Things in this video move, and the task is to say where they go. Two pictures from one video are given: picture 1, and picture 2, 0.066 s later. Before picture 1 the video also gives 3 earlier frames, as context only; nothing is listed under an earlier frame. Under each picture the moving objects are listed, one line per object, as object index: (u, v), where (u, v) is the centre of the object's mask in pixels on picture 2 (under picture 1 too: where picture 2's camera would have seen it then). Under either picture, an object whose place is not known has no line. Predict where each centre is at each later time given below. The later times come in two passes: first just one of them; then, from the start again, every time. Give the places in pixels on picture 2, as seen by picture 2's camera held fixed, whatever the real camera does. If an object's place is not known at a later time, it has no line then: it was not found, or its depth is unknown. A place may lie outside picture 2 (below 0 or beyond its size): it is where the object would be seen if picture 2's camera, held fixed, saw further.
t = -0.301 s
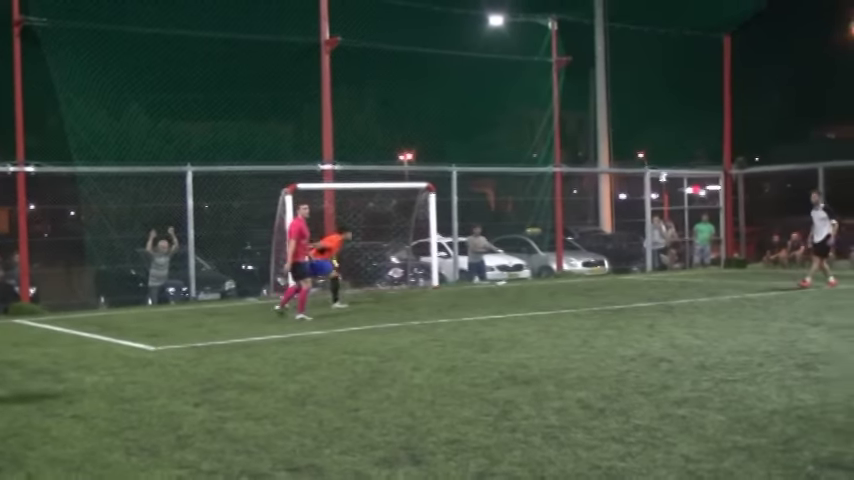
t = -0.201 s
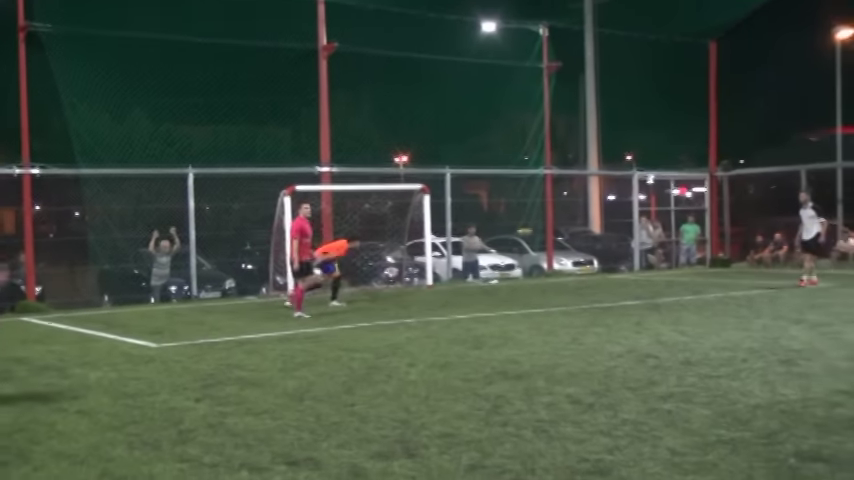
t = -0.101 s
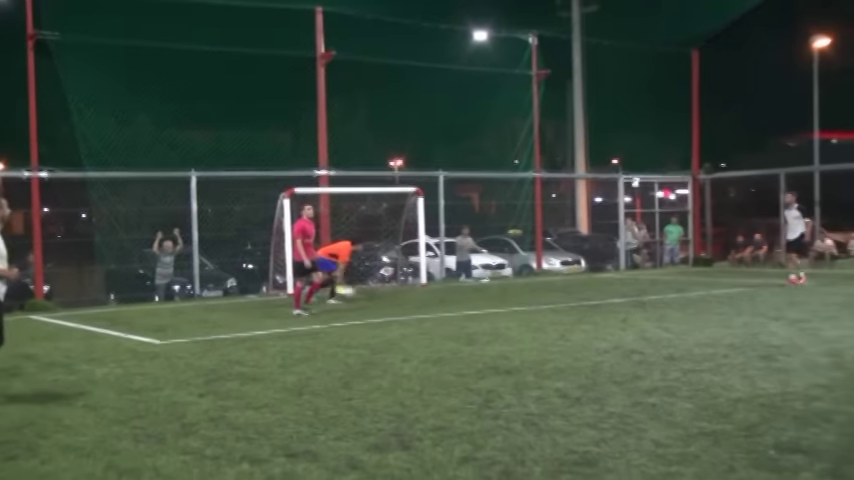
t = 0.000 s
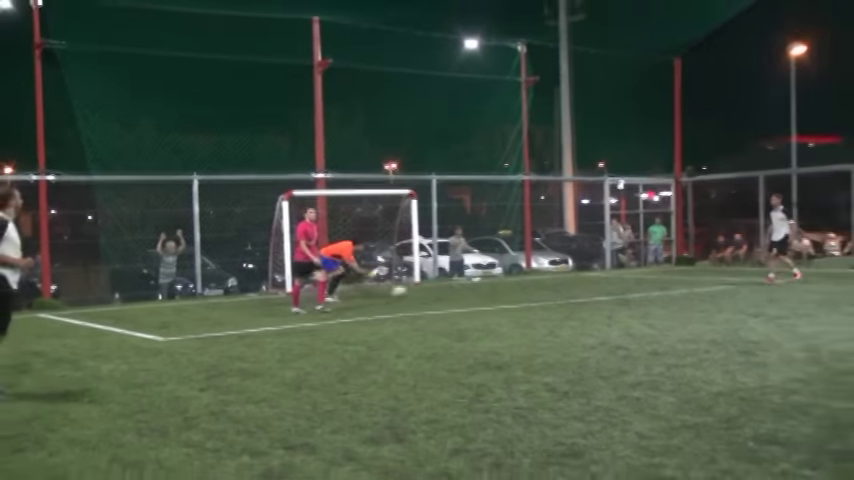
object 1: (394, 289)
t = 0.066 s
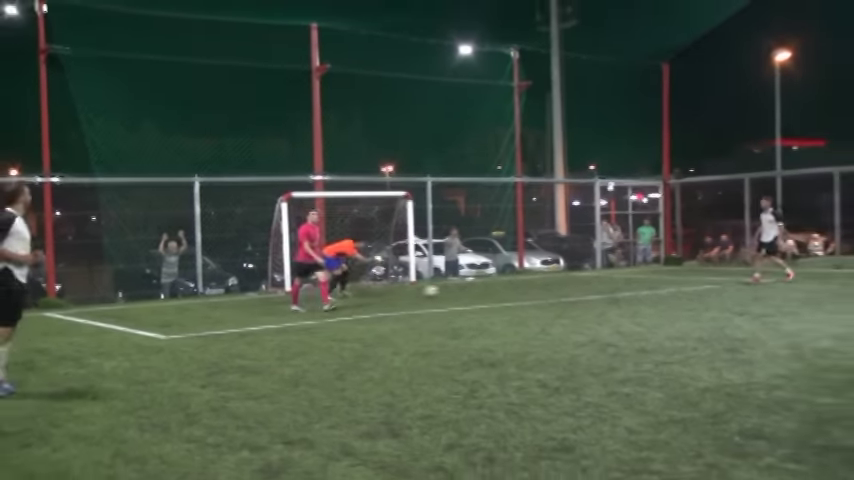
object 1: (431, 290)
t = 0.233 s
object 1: (507, 287)
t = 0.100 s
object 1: (447, 289)
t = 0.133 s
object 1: (463, 287)
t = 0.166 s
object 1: (478, 286)
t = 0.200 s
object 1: (493, 286)
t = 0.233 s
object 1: (507, 287)
